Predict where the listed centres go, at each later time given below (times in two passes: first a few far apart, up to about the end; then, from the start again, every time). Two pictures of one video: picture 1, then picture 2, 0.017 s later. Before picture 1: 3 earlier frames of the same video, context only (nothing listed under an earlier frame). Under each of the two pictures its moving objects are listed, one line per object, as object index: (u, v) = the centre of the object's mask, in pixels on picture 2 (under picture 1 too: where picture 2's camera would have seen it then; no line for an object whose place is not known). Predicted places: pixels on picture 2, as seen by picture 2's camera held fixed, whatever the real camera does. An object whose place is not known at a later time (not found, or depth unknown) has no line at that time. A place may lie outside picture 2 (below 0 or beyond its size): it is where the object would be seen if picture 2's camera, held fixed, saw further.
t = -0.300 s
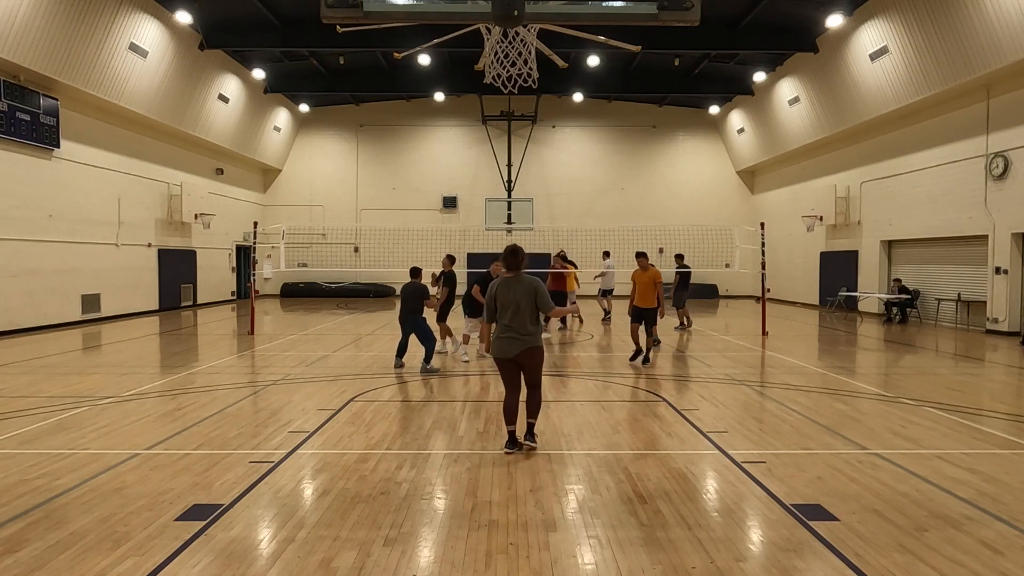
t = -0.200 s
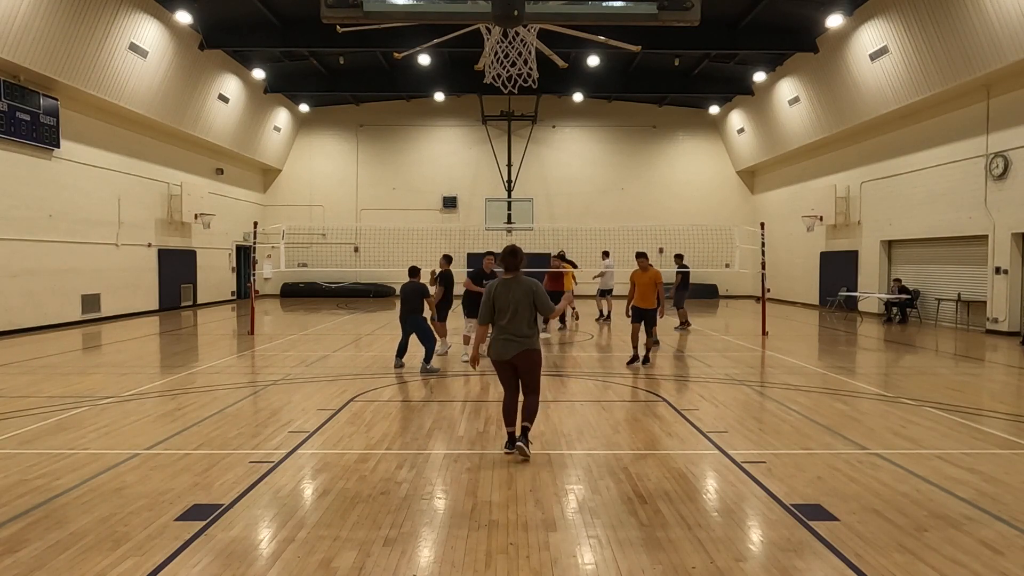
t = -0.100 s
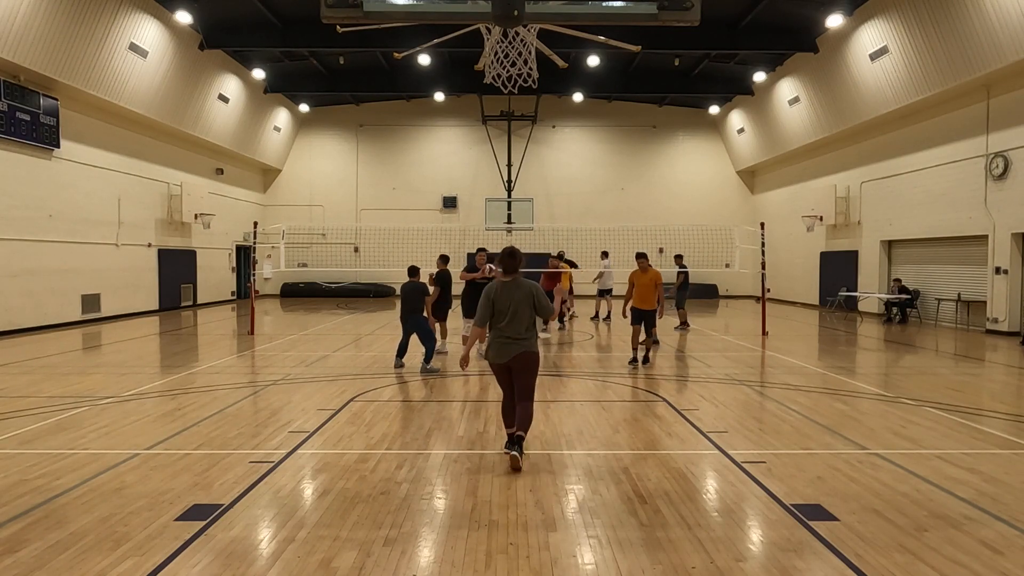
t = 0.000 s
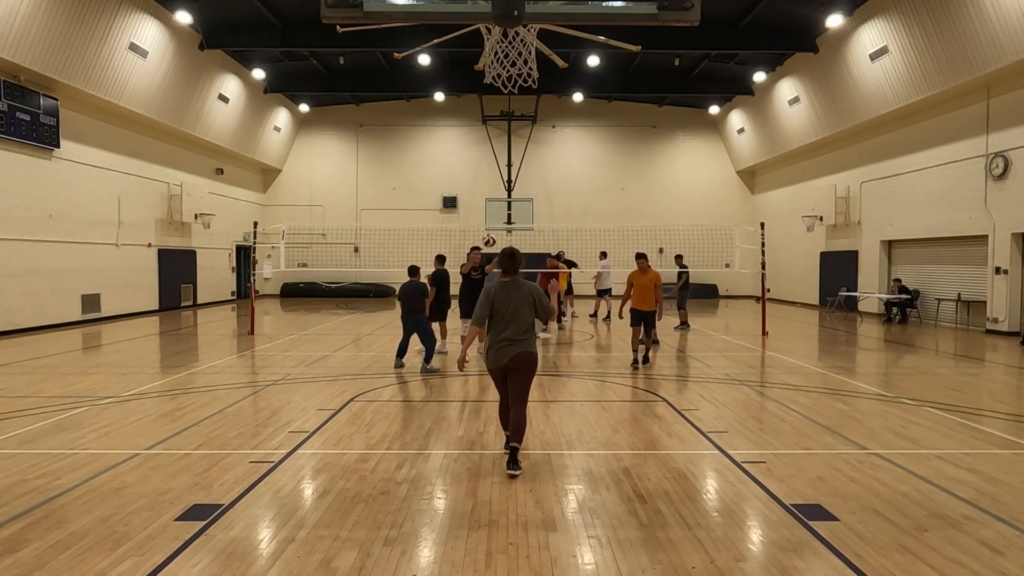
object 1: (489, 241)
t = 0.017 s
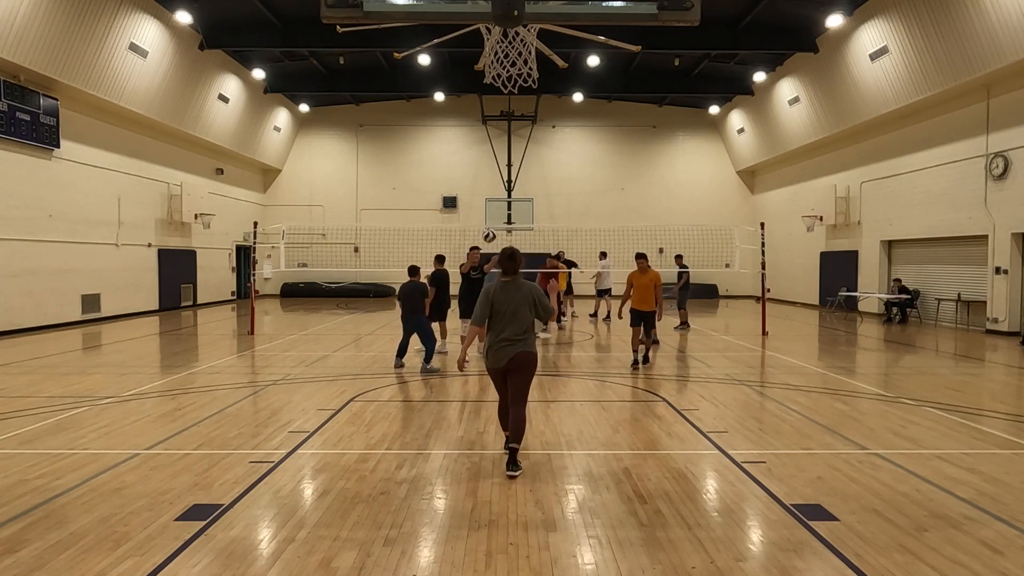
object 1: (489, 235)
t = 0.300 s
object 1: (491, 169)
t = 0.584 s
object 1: (493, 153)
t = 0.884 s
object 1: (497, 229)
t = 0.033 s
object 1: (489, 231)
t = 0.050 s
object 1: (489, 226)
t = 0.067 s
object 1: (490, 221)
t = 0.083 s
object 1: (490, 217)
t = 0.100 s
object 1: (490, 212)
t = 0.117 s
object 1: (490, 207)
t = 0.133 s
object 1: (490, 204)
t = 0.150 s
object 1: (490, 200)
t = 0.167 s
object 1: (490, 196)
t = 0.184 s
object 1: (490, 192)
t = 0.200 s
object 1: (490, 189)
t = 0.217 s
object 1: (490, 185)
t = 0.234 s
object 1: (491, 181)
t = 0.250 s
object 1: (491, 178)
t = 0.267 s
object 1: (491, 175)
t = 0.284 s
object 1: (491, 172)
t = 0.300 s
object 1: (491, 169)
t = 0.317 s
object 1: (491, 167)
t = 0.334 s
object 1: (491, 165)
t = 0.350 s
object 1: (492, 162)
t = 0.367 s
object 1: (492, 160)
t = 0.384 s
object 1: (492, 158)
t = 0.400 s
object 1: (492, 156)
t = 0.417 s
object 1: (491, 155)
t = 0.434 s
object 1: (492, 154)
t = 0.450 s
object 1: (492, 153)
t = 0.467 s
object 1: (492, 152)
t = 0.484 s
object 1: (492, 151)
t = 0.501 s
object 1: (492, 151)
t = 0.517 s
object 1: (492, 151)
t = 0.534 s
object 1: (492, 151)
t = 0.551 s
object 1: (492, 151)
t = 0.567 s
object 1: (492, 152)
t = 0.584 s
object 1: (493, 153)
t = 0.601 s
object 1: (493, 154)
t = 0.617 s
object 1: (493, 156)
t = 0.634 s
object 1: (493, 157)
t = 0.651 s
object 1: (493, 159)
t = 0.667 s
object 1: (493, 162)
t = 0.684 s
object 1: (494, 165)
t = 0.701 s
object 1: (494, 168)
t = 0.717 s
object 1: (494, 171)
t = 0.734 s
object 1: (494, 175)
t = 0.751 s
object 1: (494, 180)
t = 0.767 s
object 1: (495, 185)
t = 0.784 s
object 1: (495, 189)
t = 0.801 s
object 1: (495, 195)
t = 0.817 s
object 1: (495, 200)
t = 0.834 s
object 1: (496, 207)
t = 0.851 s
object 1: (496, 213)
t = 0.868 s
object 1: (496, 221)
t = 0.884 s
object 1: (497, 229)
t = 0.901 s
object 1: (497, 237)
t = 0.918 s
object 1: (498, 246)
